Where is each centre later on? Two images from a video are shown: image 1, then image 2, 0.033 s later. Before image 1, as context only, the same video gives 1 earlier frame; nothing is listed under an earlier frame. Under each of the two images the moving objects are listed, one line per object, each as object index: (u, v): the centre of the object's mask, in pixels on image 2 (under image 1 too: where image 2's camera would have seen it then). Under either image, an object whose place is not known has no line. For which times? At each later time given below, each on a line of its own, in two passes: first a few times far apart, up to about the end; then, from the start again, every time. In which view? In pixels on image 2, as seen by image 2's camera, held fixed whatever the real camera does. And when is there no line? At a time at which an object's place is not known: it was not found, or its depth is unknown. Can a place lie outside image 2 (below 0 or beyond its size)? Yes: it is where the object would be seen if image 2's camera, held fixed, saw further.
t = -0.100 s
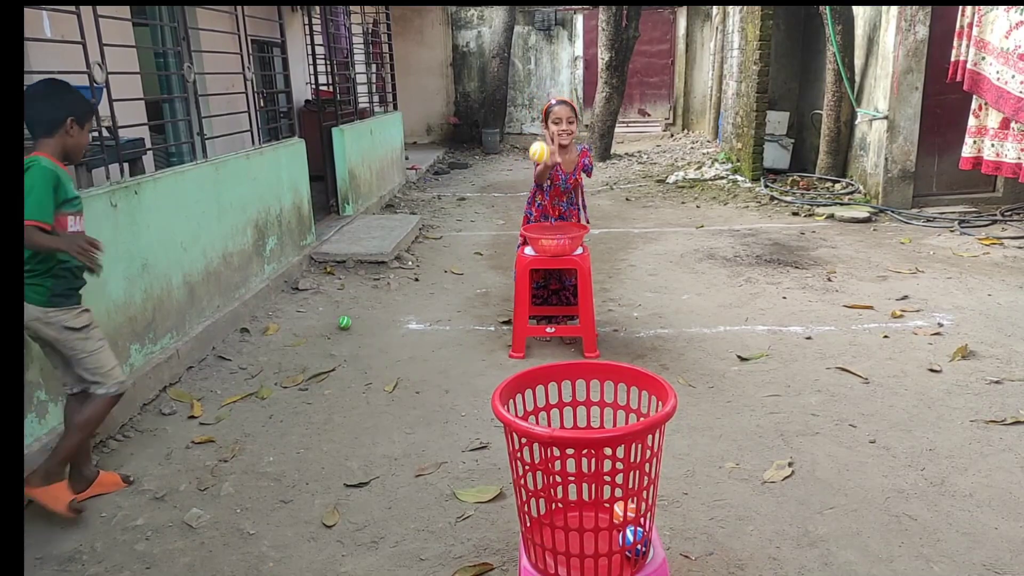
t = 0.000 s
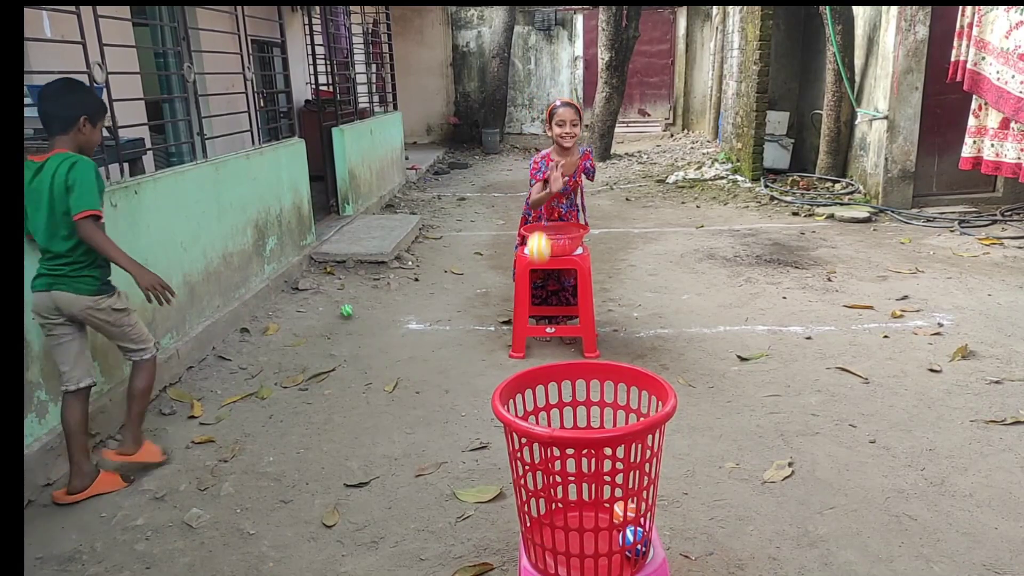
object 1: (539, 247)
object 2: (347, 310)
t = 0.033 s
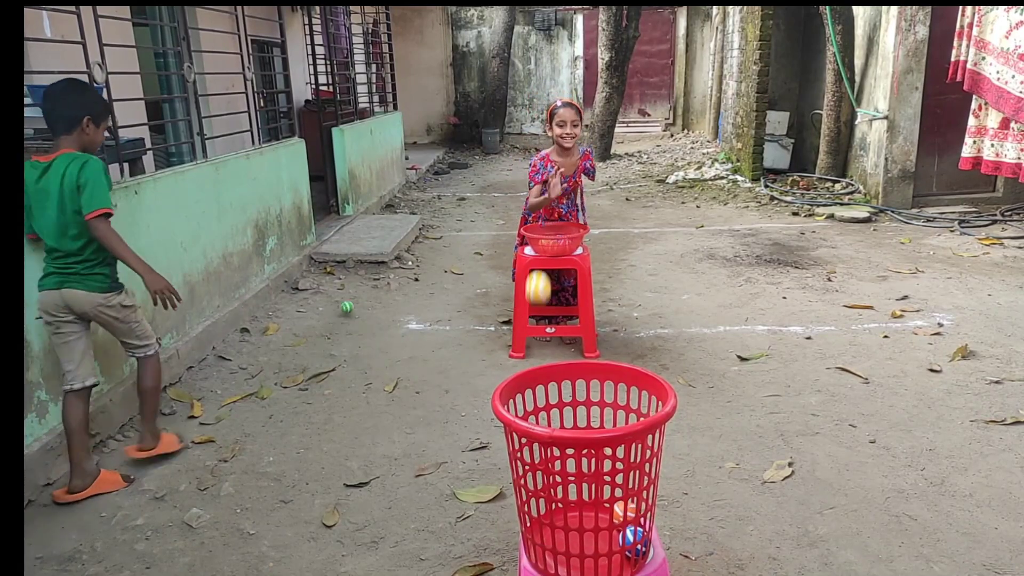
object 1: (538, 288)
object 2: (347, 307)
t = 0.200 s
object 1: (461, 398)
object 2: (350, 302)
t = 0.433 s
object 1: (365, 430)
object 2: (354, 294)
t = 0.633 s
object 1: (311, 390)
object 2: (363, 286)
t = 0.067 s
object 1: (537, 338)
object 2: (348, 305)
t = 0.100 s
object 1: (523, 361)
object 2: (349, 306)
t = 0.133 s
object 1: (501, 370)
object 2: (350, 308)
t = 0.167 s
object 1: (480, 383)
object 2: (350, 303)
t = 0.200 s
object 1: (461, 398)
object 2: (350, 302)
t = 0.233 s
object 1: (444, 414)
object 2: (351, 301)
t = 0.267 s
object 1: (428, 434)
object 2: (351, 301)
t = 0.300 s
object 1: (413, 456)
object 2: (352, 299)
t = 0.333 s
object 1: (400, 482)
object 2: (352, 297)
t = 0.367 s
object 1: (388, 468)
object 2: (353, 297)
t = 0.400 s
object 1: (376, 447)
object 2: (353, 295)
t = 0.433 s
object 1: (365, 430)
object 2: (354, 294)
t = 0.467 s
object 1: (355, 414)
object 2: (355, 293)
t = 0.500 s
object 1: (345, 403)
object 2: (357, 291)
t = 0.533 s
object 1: (335, 396)
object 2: (358, 290)
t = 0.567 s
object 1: (327, 390)
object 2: (360, 288)
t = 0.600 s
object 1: (318, 389)
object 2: (362, 287)
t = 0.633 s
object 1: (311, 390)
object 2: (363, 286)
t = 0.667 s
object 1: (304, 393)
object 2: (364, 284)
